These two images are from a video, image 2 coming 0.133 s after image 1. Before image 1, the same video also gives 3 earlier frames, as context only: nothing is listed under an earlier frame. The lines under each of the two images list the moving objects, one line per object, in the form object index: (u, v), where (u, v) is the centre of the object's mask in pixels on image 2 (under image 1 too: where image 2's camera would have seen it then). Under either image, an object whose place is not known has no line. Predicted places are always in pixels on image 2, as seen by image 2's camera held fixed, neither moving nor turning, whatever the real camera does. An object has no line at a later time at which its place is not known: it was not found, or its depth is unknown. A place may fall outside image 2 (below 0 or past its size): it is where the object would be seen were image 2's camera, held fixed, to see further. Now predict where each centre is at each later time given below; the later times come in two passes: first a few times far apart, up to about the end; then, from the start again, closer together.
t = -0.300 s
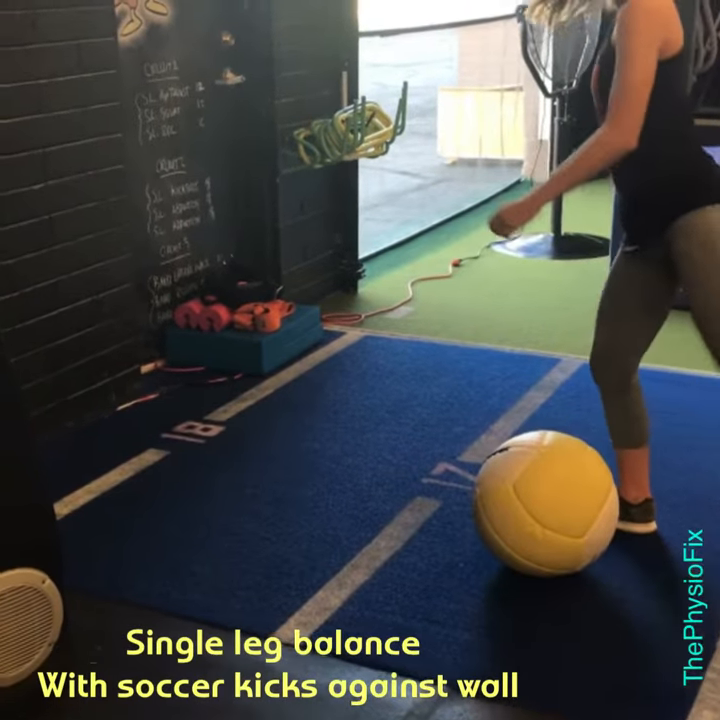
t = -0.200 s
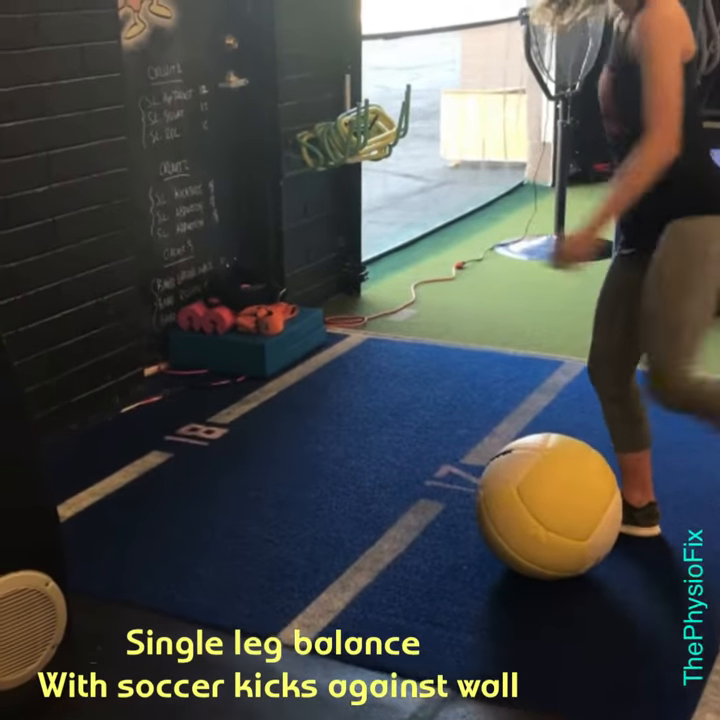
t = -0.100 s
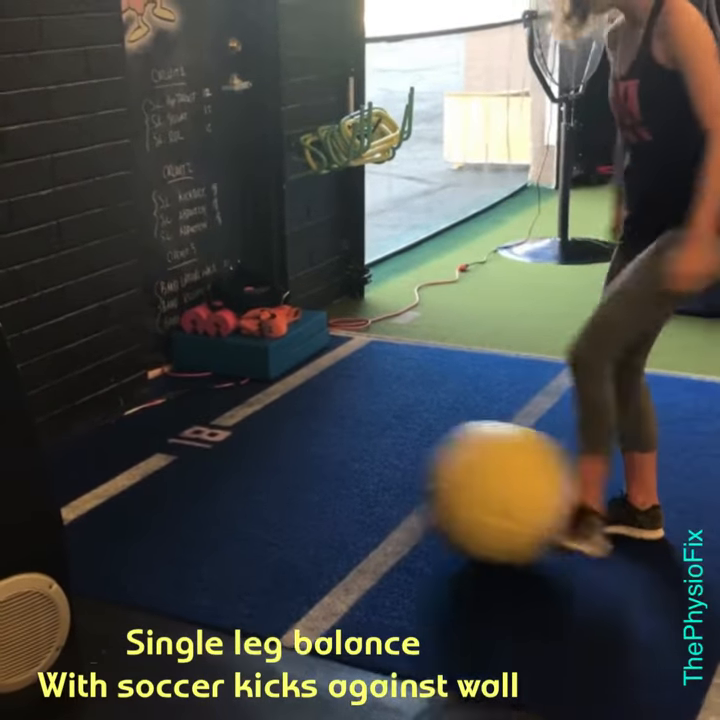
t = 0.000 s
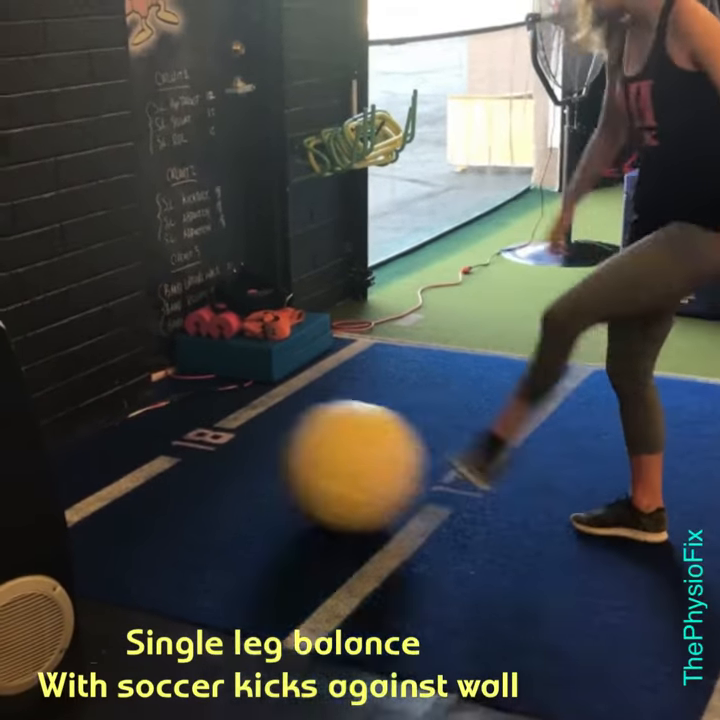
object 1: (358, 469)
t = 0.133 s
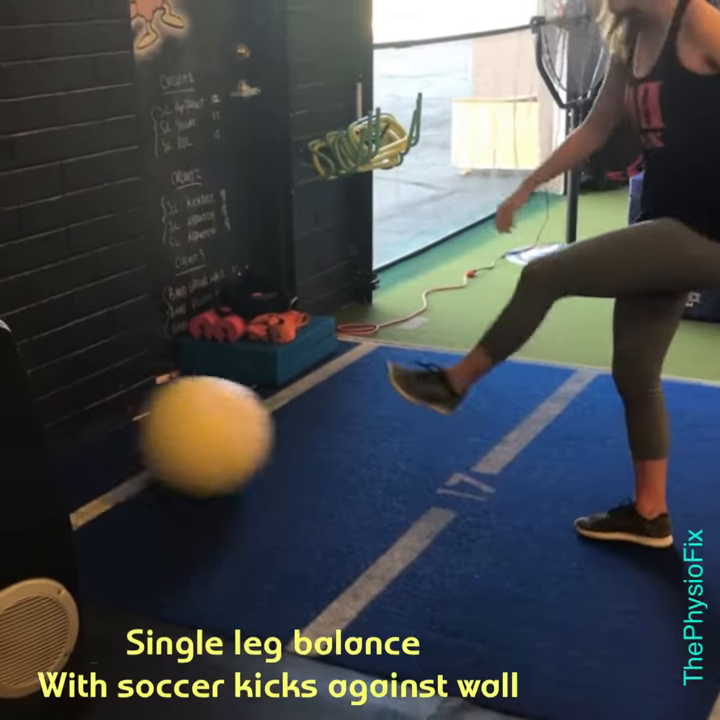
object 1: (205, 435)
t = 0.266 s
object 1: (92, 408)
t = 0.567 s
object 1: (181, 423)
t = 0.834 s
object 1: (251, 434)
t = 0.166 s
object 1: (172, 429)
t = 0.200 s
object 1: (142, 424)
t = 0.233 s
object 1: (113, 417)
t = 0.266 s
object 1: (92, 408)
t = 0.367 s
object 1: (110, 403)
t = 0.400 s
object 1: (125, 409)
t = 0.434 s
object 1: (141, 418)
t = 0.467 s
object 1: (154, 424)
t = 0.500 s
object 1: (163, 422)
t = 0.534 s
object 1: (172, 421)
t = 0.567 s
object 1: (181, 423)
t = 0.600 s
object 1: (190, 427)
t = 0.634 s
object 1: (199, 427)
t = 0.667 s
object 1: (209, 428)
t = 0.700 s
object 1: (218, 429)
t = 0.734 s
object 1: (227, 431)
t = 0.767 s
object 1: (235, 432)
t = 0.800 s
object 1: (243, 433)
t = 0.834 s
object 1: (251, 434)
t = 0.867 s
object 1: (259, 436)
